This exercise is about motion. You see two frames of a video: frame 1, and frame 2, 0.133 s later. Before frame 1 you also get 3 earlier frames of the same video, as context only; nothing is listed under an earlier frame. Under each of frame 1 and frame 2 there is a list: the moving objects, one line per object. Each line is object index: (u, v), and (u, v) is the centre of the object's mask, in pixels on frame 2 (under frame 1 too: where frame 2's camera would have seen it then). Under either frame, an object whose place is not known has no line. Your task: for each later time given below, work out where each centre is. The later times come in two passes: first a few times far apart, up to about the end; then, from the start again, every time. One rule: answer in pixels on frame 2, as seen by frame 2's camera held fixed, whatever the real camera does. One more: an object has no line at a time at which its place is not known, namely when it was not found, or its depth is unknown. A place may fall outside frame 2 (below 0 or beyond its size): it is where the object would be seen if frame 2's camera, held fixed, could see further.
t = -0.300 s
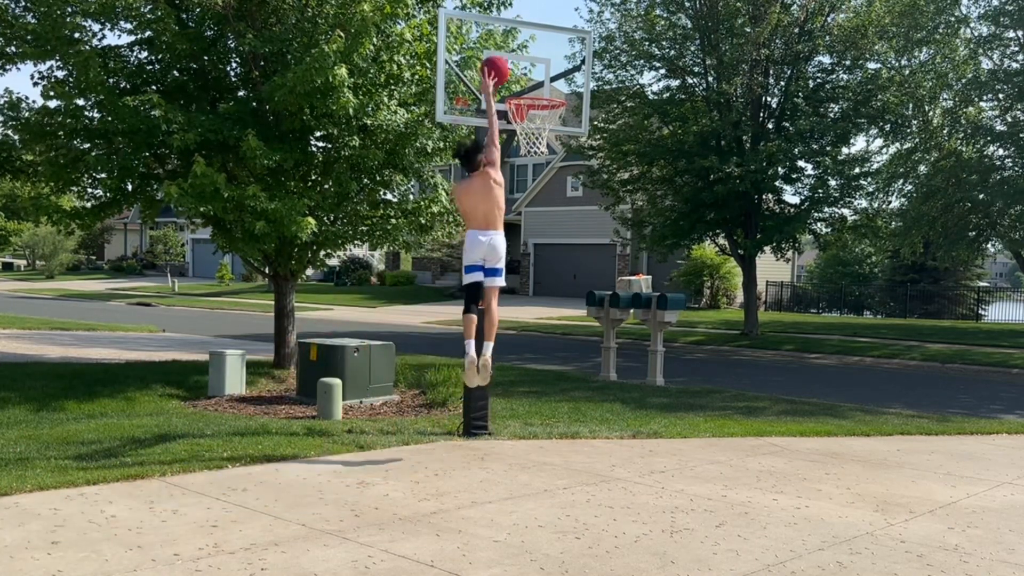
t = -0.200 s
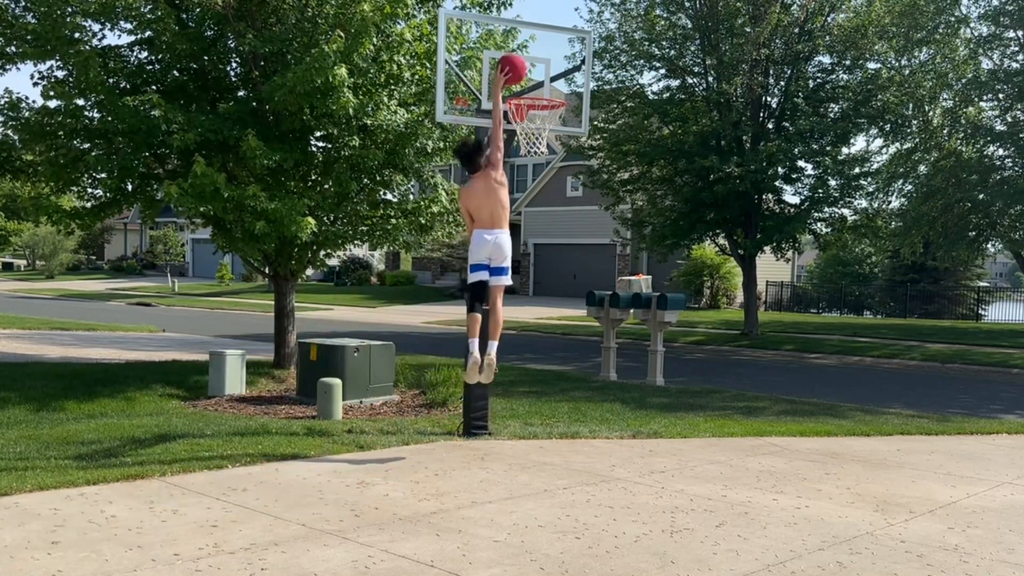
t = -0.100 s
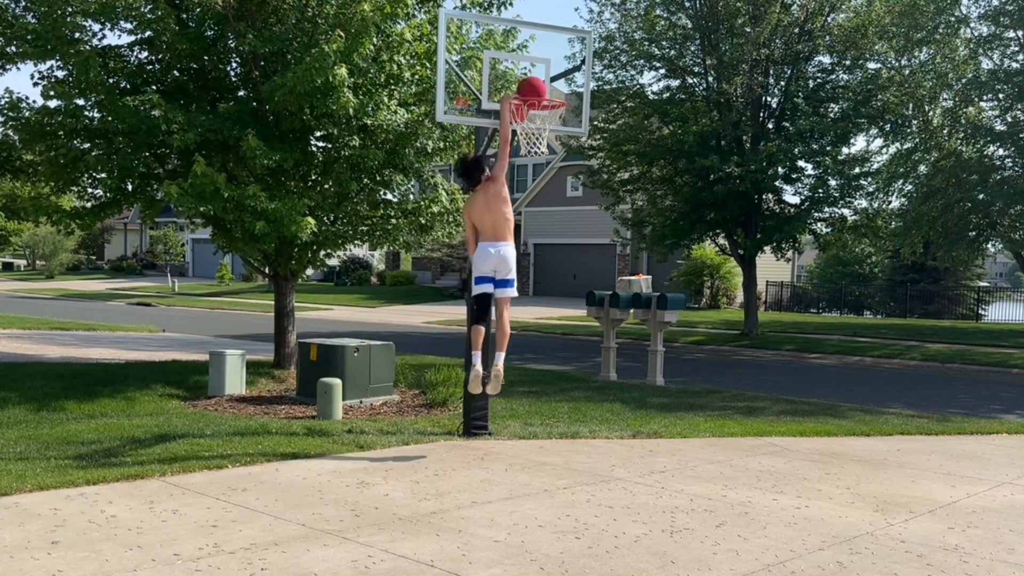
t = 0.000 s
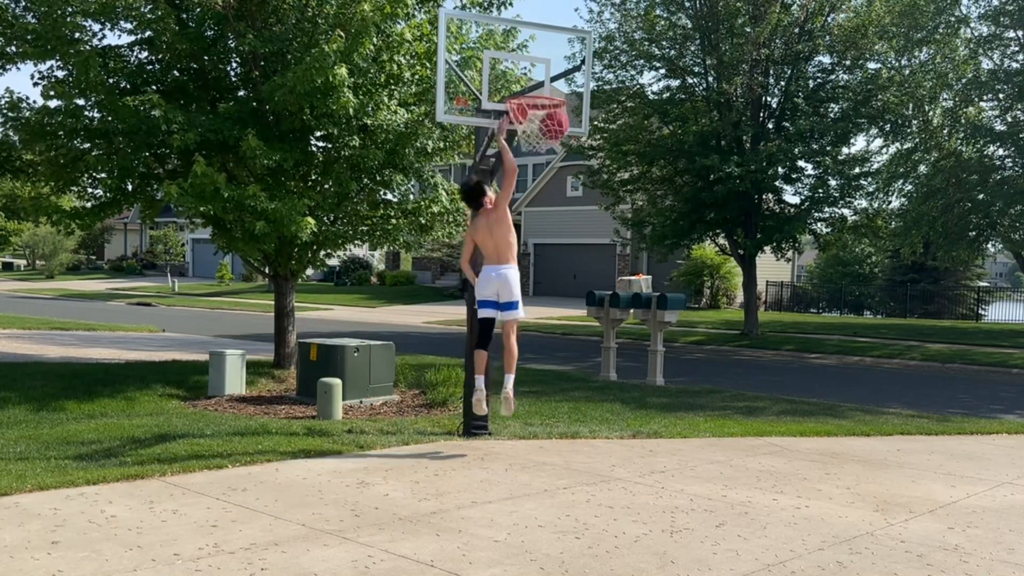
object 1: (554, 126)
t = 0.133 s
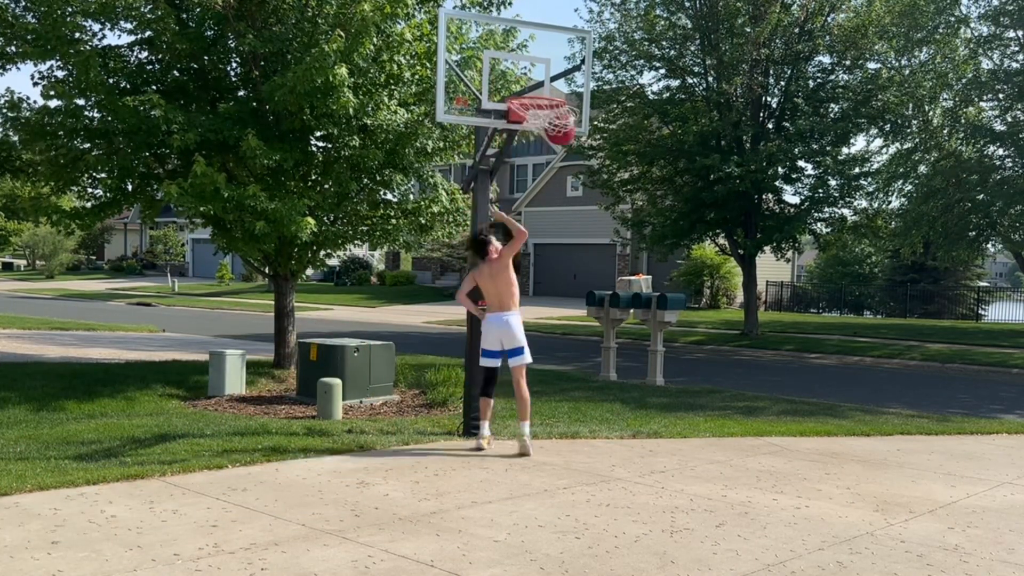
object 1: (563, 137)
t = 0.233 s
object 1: (561, 144)
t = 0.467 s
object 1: (555, 216)
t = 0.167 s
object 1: (563, 137)
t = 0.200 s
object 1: (562, 140)
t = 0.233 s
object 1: (561, 144)
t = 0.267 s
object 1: (560, 150)
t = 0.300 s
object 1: (558, 157)
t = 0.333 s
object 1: (557, 166)
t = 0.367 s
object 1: (557, 176)
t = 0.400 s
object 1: (556, 189)
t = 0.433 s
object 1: (555, 201)
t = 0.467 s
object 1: (555, 216)
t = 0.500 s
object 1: (554, 232)
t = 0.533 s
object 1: (553, 249)
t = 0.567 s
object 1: (553, 267)
